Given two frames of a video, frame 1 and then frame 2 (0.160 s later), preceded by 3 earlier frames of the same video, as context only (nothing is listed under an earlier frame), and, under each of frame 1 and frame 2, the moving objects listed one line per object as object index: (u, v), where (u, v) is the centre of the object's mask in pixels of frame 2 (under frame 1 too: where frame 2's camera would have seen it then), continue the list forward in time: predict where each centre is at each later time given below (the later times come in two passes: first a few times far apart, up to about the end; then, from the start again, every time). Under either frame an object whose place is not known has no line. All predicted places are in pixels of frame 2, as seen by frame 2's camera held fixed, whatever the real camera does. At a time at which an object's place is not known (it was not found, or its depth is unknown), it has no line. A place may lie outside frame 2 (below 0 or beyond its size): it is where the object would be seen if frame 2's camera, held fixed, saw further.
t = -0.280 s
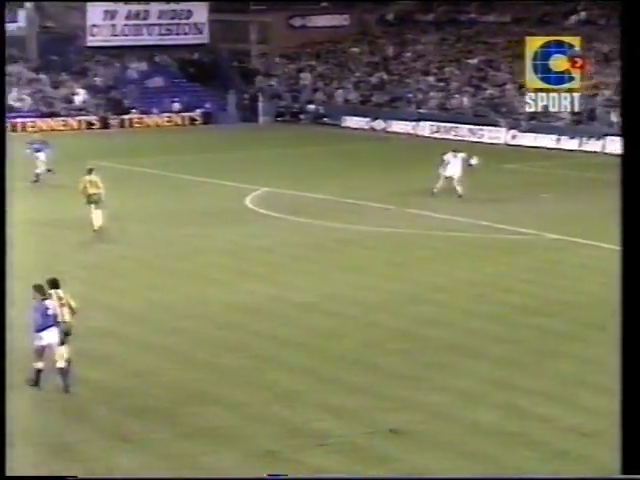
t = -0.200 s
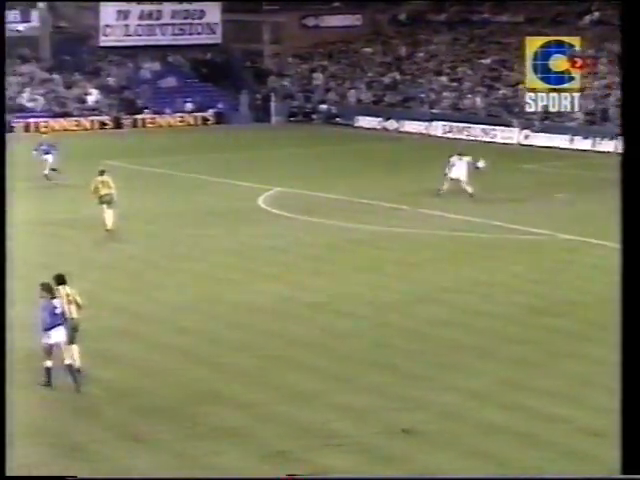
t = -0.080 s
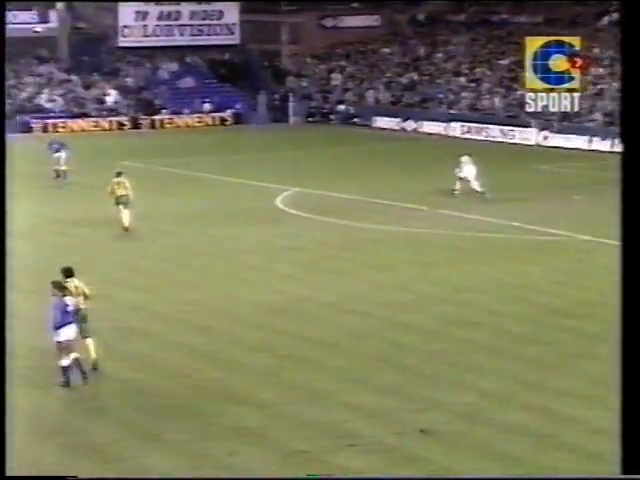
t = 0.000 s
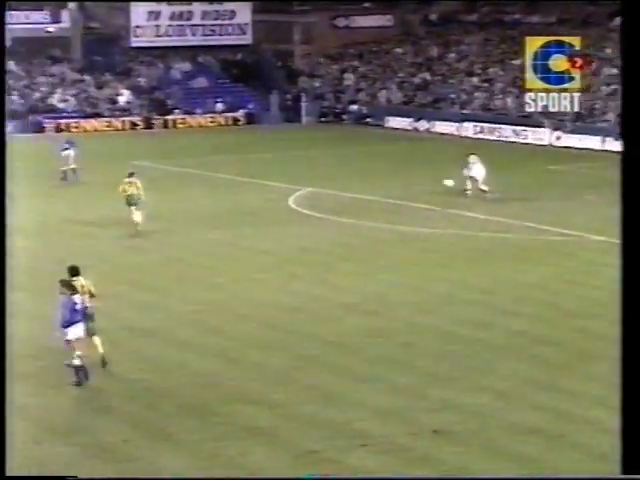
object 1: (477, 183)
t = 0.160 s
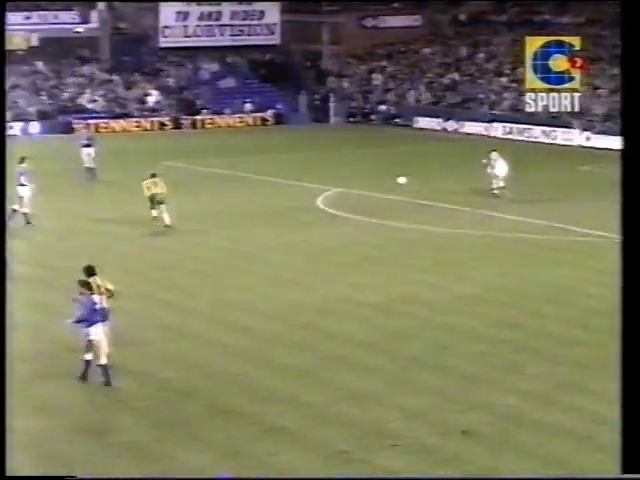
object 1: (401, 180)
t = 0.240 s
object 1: (366, 183)
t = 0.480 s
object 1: (287, 169)
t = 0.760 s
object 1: (208, 174)
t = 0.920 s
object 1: (176, 166)
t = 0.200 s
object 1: (383, 181)
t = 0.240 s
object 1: (366, 183)
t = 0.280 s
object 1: (350, 185)
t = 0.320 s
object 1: (336, 180)
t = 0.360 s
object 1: (324, 176)
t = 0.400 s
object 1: (311, 174)
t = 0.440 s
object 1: (299, 171)
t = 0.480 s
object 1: (287, 169)
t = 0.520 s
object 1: (275, 168)
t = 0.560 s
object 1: (263, 167)
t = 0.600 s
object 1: (252, 167)
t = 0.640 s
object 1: (240, 168)
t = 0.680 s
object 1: (229, 169)
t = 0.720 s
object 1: (218, 171)
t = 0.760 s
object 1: (208, 174)
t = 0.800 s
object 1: (199, 173)
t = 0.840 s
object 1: (191, 170)
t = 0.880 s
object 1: (183, 168)
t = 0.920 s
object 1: (176, 166)
